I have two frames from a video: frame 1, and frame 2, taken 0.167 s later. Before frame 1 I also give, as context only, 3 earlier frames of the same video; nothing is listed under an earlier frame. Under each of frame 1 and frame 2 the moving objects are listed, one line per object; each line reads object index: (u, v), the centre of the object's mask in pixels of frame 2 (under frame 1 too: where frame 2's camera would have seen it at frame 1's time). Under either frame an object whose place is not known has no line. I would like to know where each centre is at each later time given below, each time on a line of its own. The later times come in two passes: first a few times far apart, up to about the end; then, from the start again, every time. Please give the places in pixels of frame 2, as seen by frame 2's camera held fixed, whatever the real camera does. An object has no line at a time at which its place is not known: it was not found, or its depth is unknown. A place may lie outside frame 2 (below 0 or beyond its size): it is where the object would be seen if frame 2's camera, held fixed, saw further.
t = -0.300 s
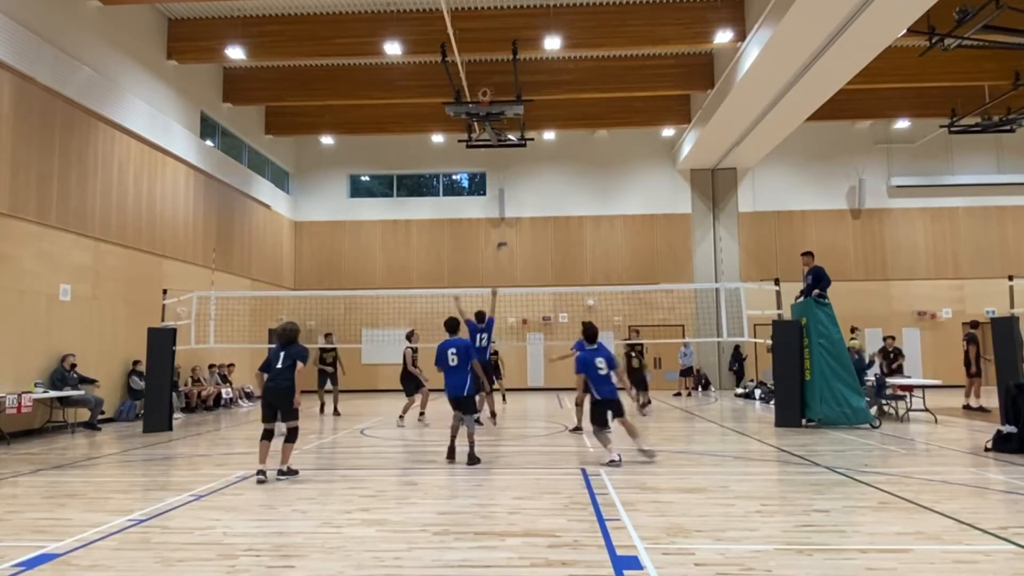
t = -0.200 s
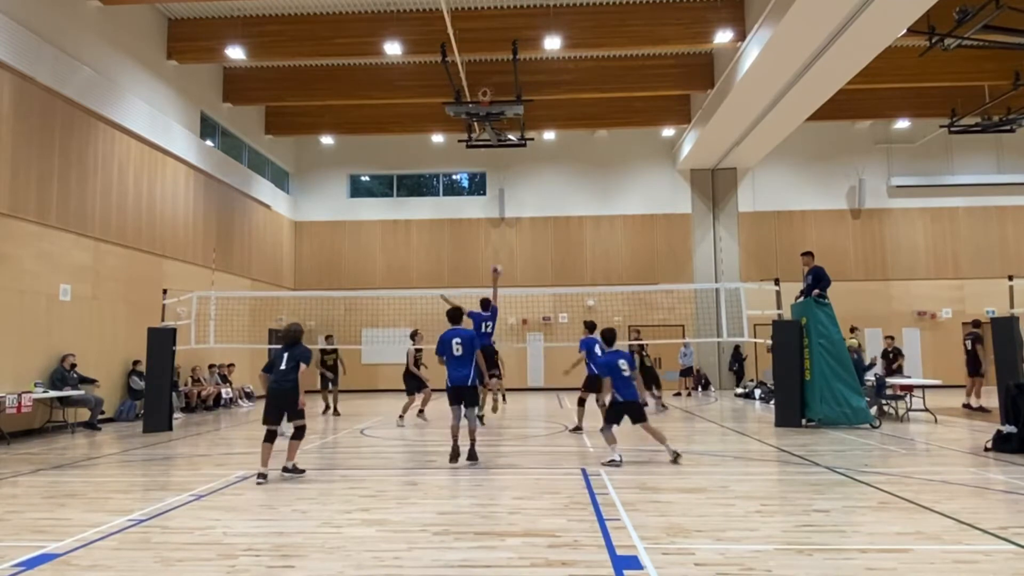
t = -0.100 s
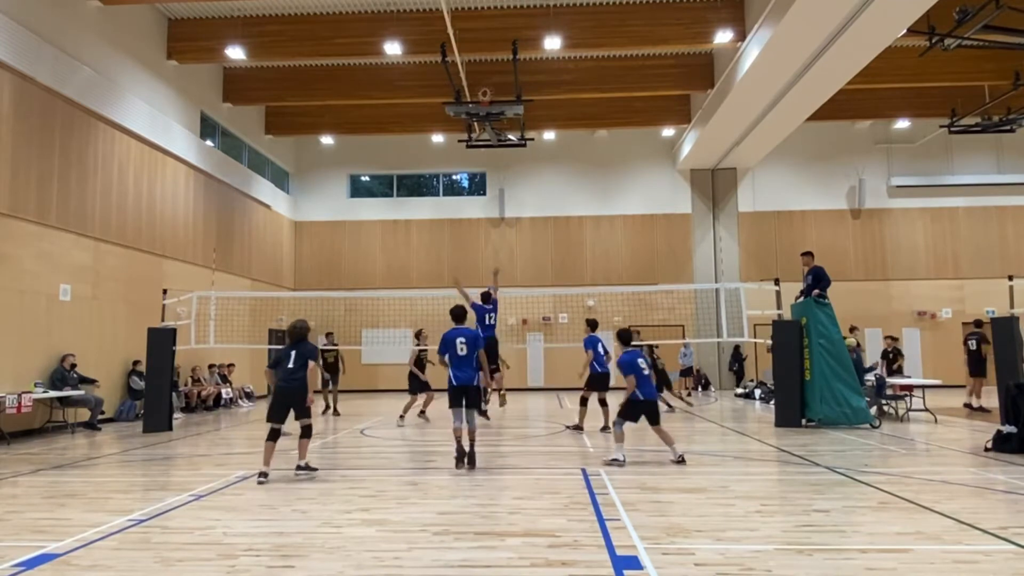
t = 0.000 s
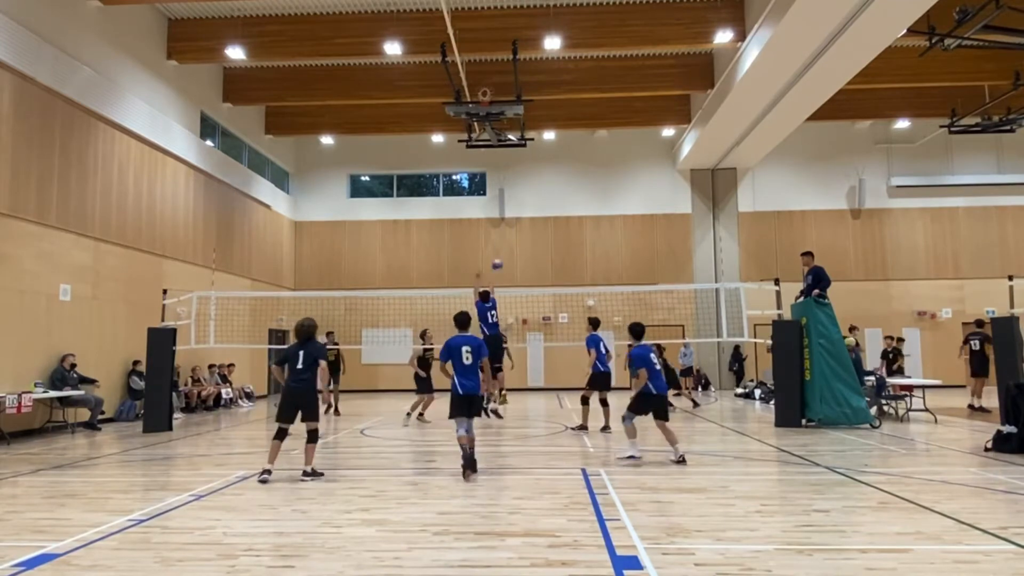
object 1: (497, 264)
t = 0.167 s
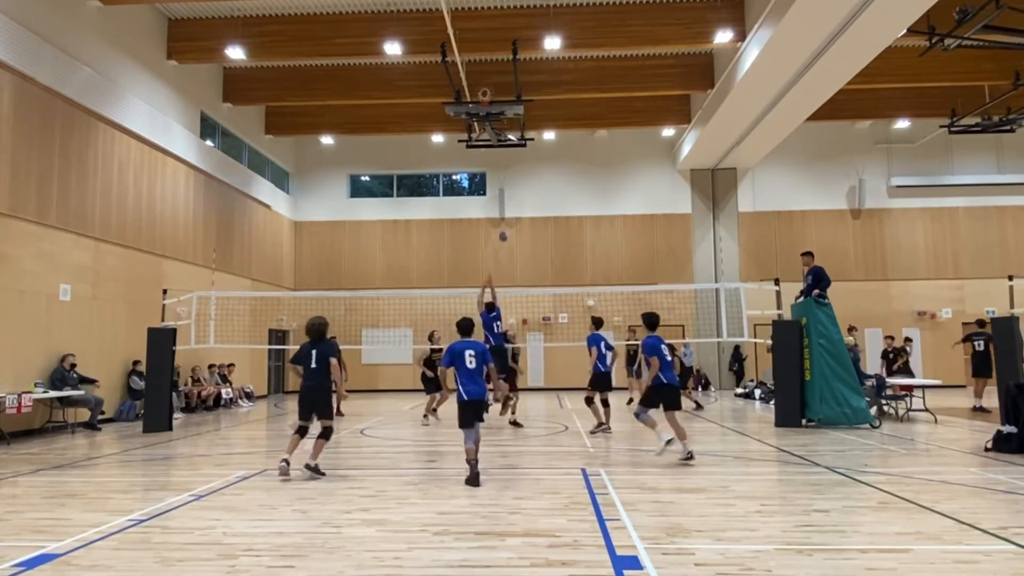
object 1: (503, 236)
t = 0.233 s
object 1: (506, 227)
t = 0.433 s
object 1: (516, 218)
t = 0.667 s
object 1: (527, 234)
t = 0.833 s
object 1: (536, 265)
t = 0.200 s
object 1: (504, 232)
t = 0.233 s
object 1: (506, 227)
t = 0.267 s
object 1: (508, 224)
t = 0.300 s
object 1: (509, 222)
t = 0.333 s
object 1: (511, 220)
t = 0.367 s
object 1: (513, 219)
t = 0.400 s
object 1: (514, 218)
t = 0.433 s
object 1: (516, 218)
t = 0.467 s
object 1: (517, 218)
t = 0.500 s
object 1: (518, 219)
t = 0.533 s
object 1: (520, 221)
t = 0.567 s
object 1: (522, 223)
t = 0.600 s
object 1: (524, 226)
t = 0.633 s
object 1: (525, 230)
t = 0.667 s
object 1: (527, 234)
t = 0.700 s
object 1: (529, 239)
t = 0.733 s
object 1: (530, 245)
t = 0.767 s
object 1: (532, 250)
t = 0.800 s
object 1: (534, 257)
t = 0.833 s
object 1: (536, 265)
